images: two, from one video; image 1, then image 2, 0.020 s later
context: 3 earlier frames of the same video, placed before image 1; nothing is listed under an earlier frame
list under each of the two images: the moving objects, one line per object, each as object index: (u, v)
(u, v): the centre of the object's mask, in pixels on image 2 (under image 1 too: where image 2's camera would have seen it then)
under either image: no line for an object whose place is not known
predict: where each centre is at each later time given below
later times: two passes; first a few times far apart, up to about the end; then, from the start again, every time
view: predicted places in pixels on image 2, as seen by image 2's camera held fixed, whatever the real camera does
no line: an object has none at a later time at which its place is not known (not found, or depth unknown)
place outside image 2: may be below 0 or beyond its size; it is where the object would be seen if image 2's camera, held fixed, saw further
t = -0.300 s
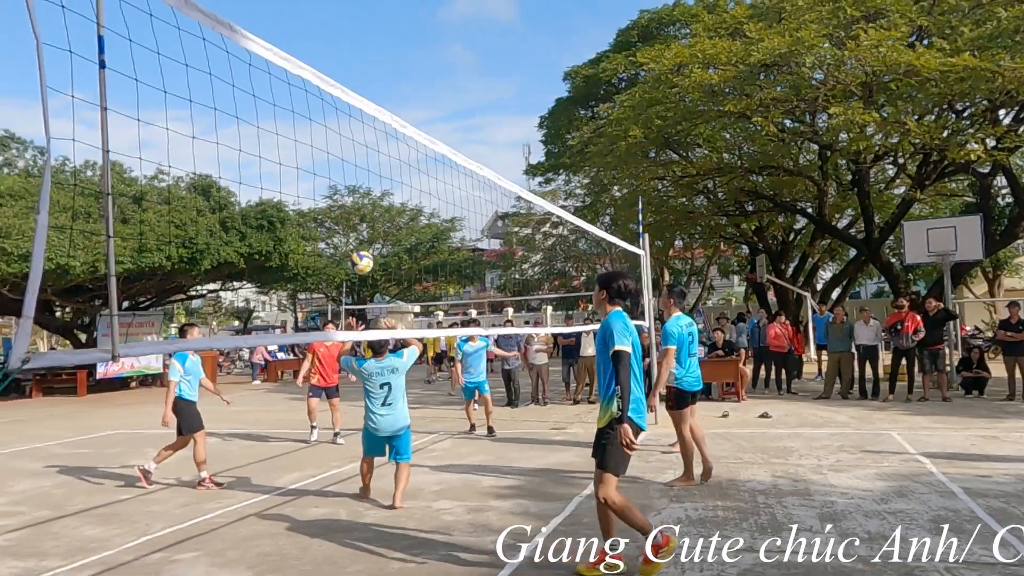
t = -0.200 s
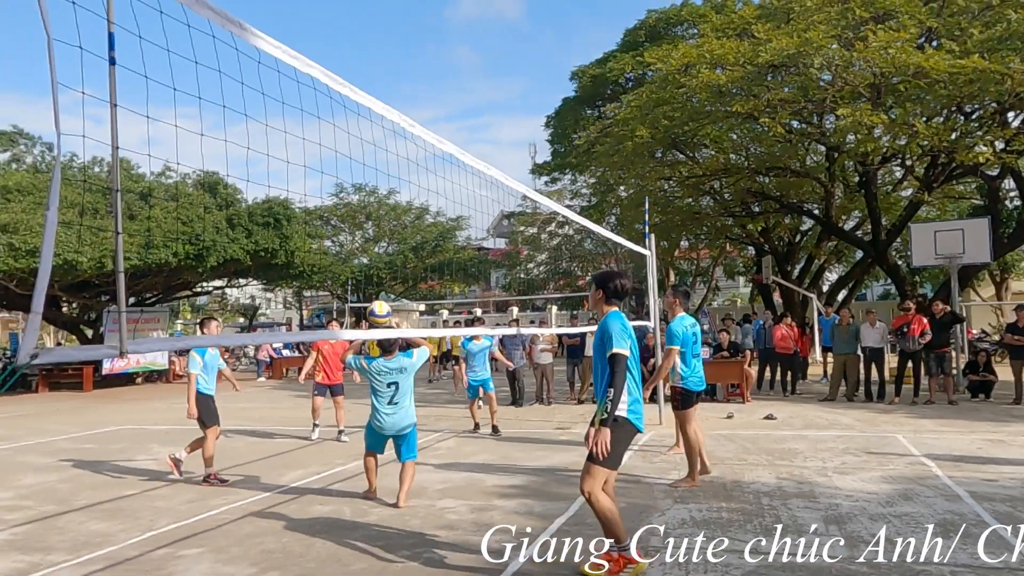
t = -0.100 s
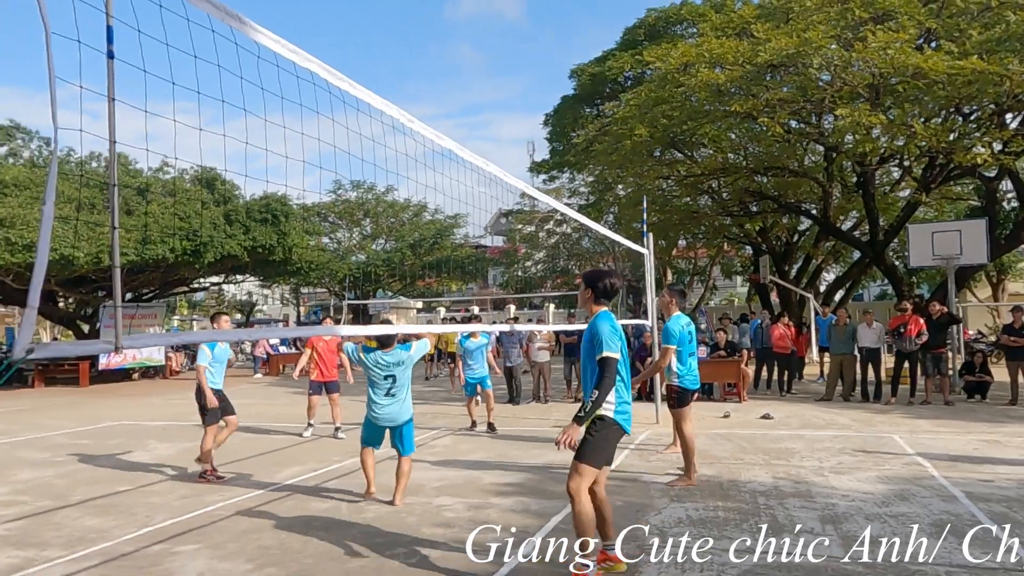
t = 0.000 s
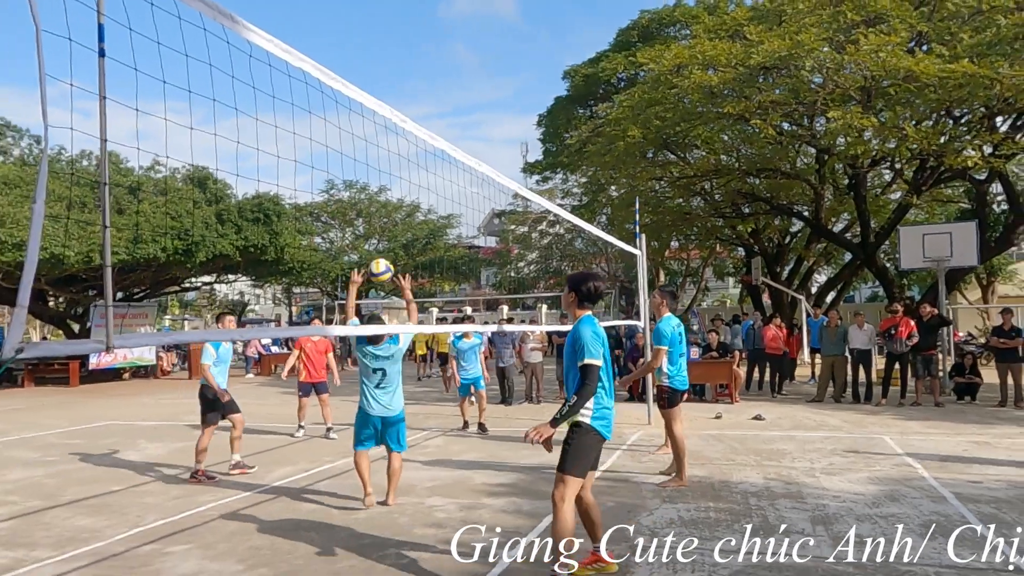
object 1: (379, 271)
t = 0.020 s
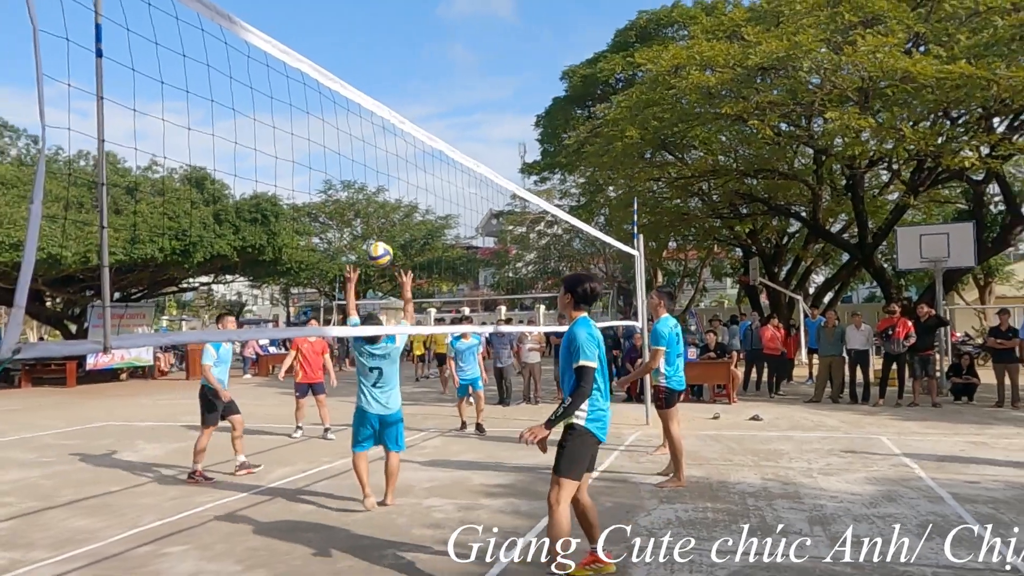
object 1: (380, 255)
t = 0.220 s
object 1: (395, 107)
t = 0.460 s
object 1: (410, 12)
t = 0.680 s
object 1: (426, -21)
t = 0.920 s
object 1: (443, 2)
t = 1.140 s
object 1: (458, 77)
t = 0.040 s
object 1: (381, 239)
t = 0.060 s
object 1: (382, 222)
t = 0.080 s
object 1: (383, 206)
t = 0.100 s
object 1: (385, 191)
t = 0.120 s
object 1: (385, 177)
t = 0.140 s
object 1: (386, 163)
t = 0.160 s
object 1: (387, 149)
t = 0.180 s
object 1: (389, 137)
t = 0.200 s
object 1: (388, 127)
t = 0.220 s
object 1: (395, 107)
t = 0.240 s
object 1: (394, 100)
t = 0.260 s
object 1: (395, 91)
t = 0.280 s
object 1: (396, 81)
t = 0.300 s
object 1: (398, 71)
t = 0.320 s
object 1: (400, 62)
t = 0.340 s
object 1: (401, 54)
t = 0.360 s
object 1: (402, 46)
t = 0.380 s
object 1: (404, 38)
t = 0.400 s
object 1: (405, 31)
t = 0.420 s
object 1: (407, 24)
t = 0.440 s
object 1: (408, 18)
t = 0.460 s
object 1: (410, 12)
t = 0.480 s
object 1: (411, 7)
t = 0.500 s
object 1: (413, 3)
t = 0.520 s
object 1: (415, -2)
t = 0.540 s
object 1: (416, -6)
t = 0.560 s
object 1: (417, -9)
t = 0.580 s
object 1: (419, -12)
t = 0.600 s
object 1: (420, -15)
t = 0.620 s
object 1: (422, -17)
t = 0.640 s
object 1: (423, -19)
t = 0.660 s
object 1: (424, -20)
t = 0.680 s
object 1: (426, -21)
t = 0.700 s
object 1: (428, -21)
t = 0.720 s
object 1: (429, -21)
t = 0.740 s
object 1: (430, -21)
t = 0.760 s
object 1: (432, -20)
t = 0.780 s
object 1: (433, -19)
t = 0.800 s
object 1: (435, -17)
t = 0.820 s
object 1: (436, -15)
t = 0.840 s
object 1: (437, -12)
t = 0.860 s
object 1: (439, -9)
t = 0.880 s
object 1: (440, -6)
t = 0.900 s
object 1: (442, -2)
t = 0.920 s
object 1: (443, 2)
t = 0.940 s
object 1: (444, 7)
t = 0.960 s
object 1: (445, 12)
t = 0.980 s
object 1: (447, 17)
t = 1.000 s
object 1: (448, 23)
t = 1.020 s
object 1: (450, 30)
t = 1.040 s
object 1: (451, 36)
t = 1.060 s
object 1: (453, 44)
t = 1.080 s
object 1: (454, 51)
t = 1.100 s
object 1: (455, 59)
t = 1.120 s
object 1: (456, 68)
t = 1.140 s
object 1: (458, 77)
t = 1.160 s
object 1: (459, 86)
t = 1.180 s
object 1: (460, 95)
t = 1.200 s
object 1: (461, 105)
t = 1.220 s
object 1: (463, 115)
